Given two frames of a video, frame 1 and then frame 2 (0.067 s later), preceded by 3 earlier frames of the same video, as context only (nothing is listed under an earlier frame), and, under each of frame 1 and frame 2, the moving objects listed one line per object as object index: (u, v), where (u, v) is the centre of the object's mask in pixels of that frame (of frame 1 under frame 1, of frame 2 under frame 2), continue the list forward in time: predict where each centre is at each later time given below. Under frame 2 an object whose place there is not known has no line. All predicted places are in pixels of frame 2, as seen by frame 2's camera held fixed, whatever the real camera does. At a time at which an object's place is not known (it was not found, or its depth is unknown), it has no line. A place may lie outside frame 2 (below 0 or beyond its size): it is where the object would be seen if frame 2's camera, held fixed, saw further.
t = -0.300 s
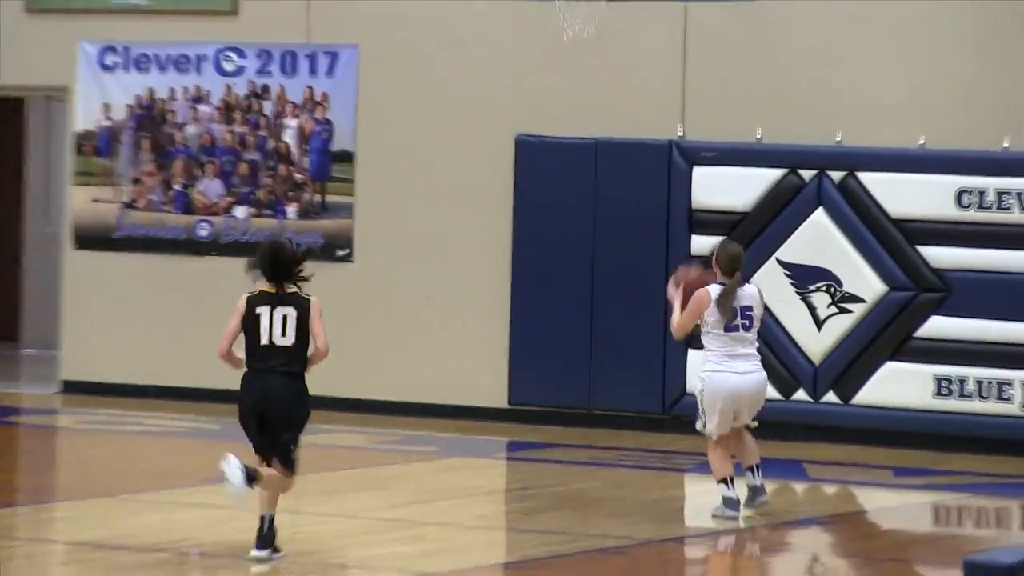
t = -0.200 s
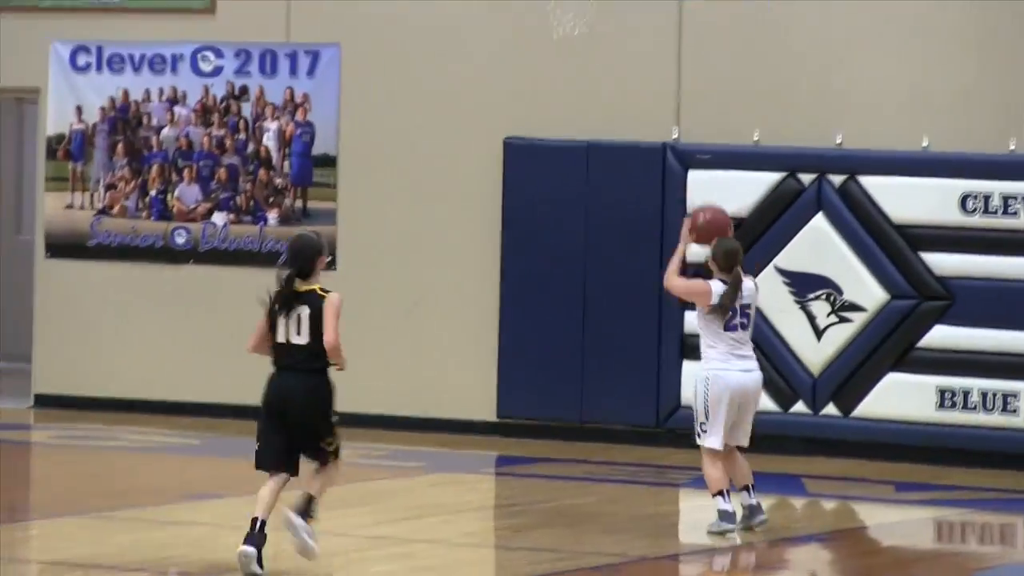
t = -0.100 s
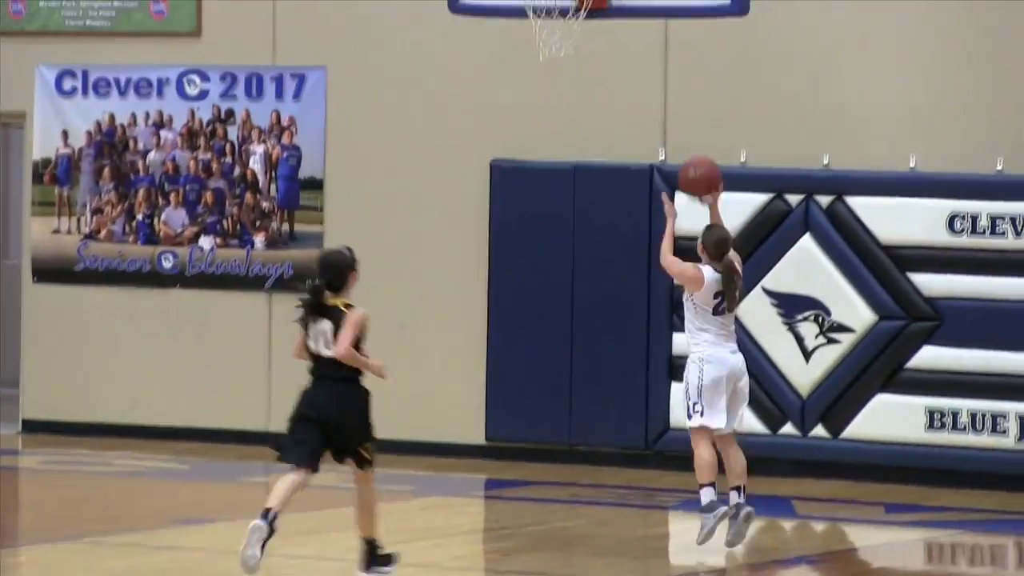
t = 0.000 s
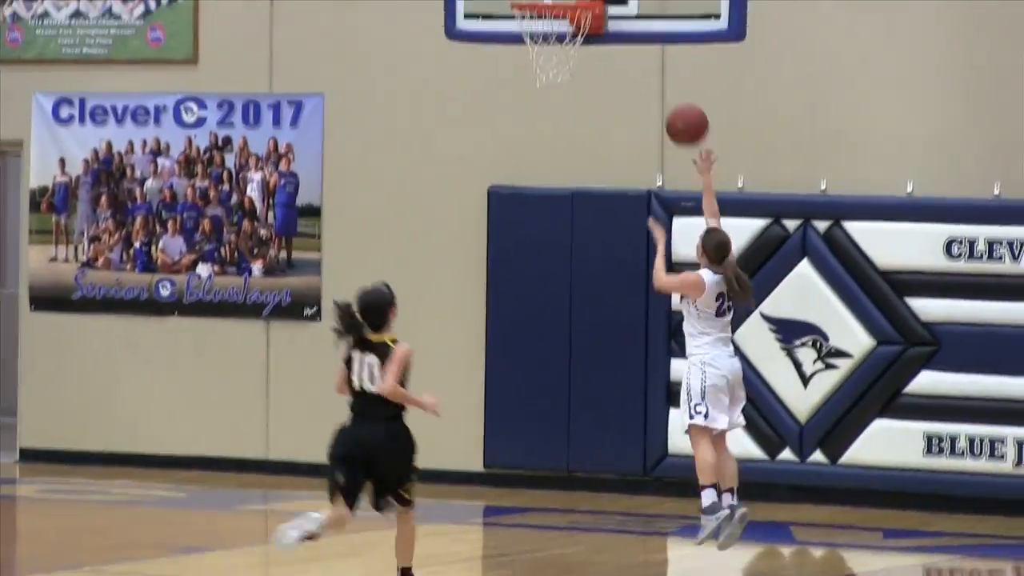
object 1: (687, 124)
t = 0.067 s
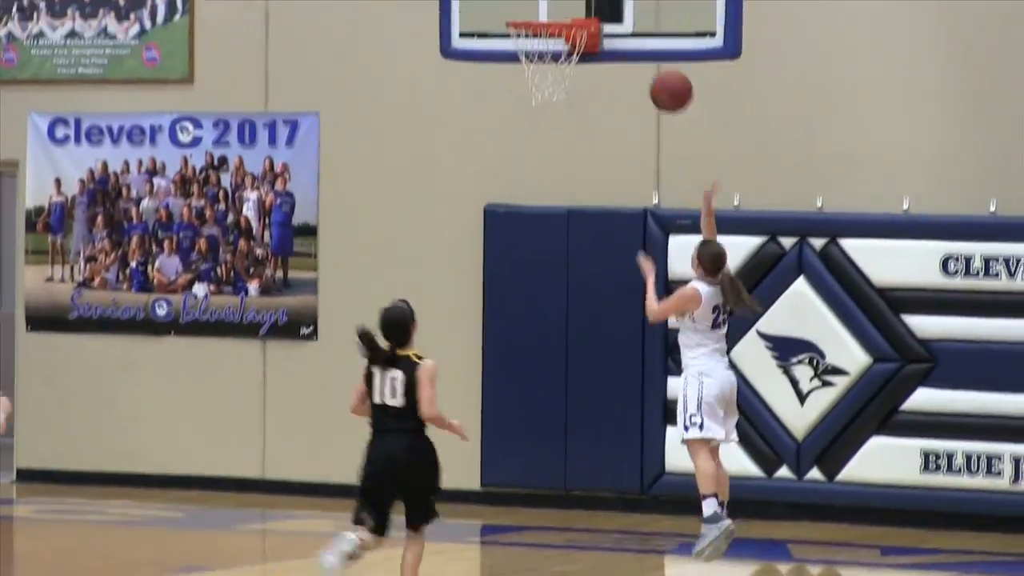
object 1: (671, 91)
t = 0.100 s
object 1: (666, 67)
